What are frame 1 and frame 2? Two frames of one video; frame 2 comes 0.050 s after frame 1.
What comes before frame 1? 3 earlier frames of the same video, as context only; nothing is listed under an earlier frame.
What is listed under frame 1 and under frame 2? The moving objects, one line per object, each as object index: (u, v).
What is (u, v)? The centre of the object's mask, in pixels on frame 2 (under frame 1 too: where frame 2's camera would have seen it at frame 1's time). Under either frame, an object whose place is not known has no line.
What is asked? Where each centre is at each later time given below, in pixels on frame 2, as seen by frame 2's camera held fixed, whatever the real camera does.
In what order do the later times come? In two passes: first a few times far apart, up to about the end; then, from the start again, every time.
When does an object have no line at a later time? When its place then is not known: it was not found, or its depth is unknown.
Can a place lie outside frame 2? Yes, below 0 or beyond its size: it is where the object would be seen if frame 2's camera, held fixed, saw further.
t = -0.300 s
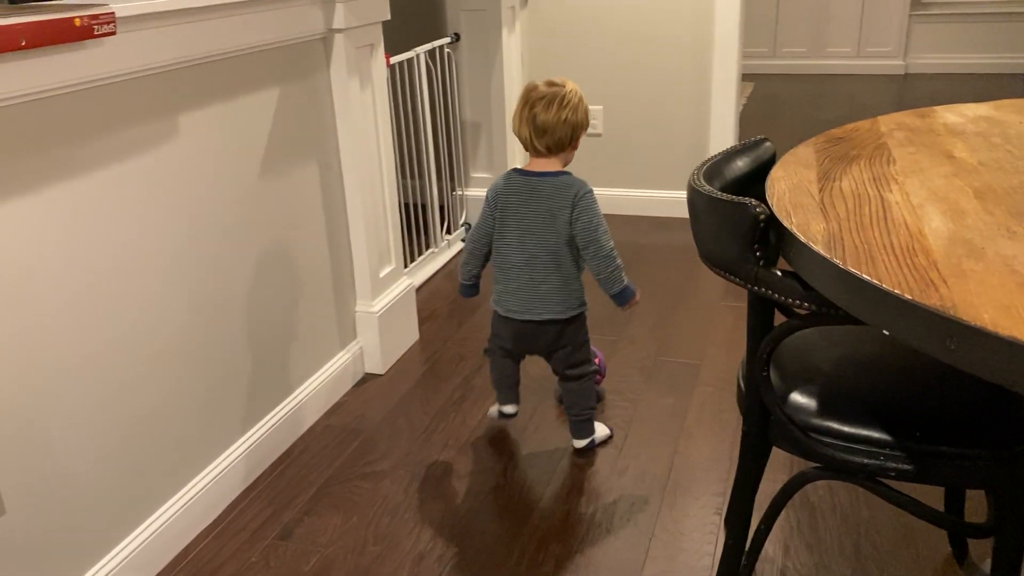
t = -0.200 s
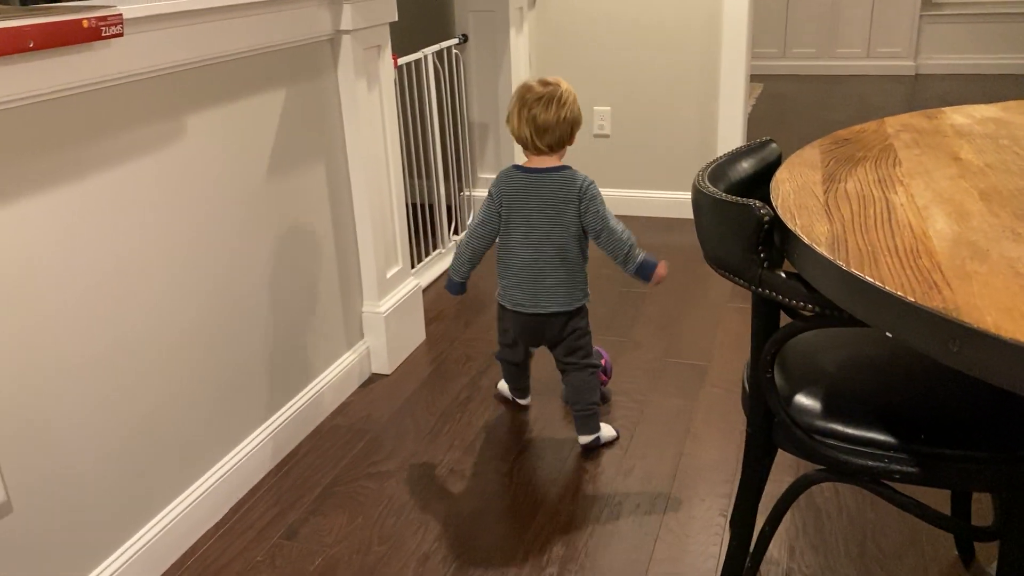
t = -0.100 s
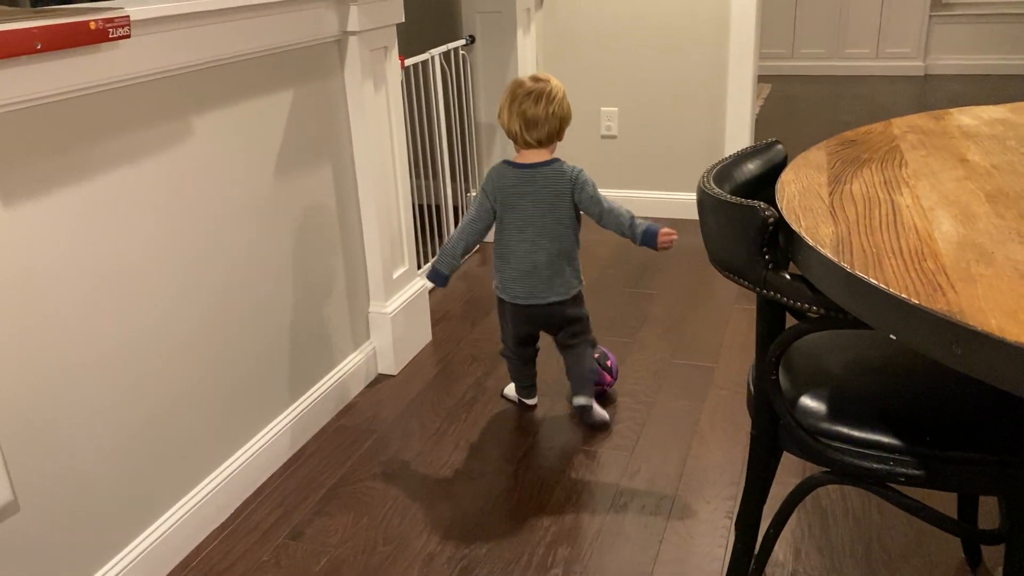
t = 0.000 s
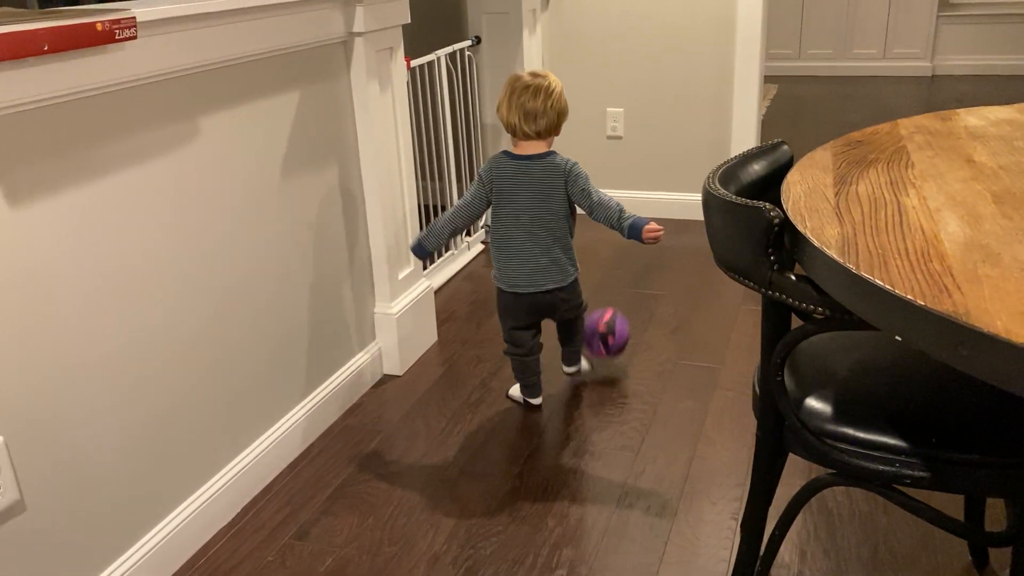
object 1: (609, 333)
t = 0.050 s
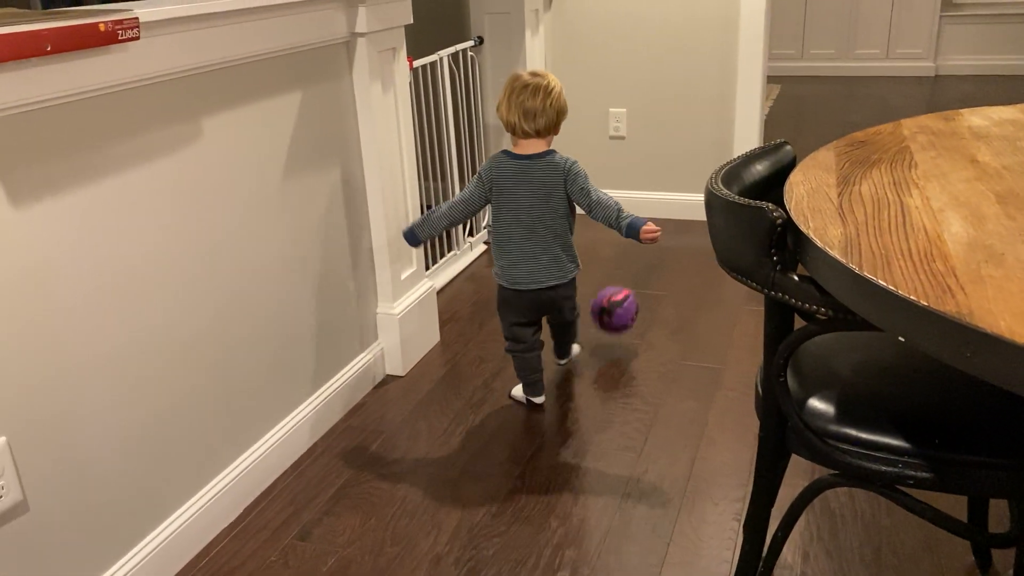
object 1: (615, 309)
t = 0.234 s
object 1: (635, 269)
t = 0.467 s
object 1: (656, 240)
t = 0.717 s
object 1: (677, 215)
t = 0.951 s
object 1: (682, 215)
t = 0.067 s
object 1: (617, 303)
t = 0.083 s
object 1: (619, 298)
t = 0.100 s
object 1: (620, 294)
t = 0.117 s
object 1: (622, 291)
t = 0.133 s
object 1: (624, 288)
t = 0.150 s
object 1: (626, 286)
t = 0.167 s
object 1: (627, 286)
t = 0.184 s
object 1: (629, 283)
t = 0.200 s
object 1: (631, 278)
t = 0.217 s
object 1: (633, 273)
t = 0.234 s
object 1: (635, 269)
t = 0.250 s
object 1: (636, 266)
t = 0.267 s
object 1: (638, 264)
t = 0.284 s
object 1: (640, 262)
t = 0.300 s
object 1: (642, 261)
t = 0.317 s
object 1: (643, 261)
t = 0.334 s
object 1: (645, 258)
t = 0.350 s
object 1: (647, 254)
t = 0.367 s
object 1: (648, 251)
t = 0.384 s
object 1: (649, 249)
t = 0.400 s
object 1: (650, 247)
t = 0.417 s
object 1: (652, 246)
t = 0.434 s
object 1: (654, 245)
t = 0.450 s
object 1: (655, 243)
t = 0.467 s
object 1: (656, 240)
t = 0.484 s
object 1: (658, 237)
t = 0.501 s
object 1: (659, 235)
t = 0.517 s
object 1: (661, 234)
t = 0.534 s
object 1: (662, 233)
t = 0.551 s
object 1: (663, 231)
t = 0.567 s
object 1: (665, 229)
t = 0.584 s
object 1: (666, 227)
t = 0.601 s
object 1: (668, 226)
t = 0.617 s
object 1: (669, 225)
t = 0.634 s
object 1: (670, 223)
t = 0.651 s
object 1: (672, 221)
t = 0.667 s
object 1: (673, 219)
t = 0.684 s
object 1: (674, 218)
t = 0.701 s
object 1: (675, 217)
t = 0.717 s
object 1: (677, 215)
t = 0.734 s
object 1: (678, 214)
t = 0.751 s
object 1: (680, 213)
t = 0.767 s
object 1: (681, 211)
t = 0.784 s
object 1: (682, 209)
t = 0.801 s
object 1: (683, 209)
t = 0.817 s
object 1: (683, 209)
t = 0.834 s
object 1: (683, 209)
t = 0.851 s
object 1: (683, 210)
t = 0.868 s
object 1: (683, 212)
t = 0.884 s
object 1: (683, 213)
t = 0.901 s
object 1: (682, 214)
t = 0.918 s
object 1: (682, 214)
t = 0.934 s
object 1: (682, 214)
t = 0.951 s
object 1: (682, 215)
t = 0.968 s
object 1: (682, 215)
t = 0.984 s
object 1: (682, 215)
